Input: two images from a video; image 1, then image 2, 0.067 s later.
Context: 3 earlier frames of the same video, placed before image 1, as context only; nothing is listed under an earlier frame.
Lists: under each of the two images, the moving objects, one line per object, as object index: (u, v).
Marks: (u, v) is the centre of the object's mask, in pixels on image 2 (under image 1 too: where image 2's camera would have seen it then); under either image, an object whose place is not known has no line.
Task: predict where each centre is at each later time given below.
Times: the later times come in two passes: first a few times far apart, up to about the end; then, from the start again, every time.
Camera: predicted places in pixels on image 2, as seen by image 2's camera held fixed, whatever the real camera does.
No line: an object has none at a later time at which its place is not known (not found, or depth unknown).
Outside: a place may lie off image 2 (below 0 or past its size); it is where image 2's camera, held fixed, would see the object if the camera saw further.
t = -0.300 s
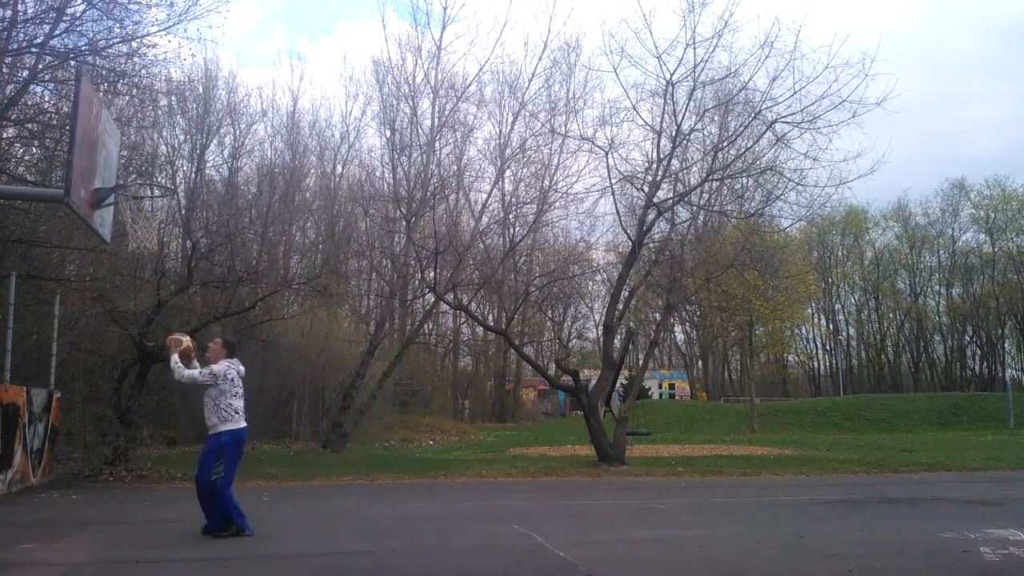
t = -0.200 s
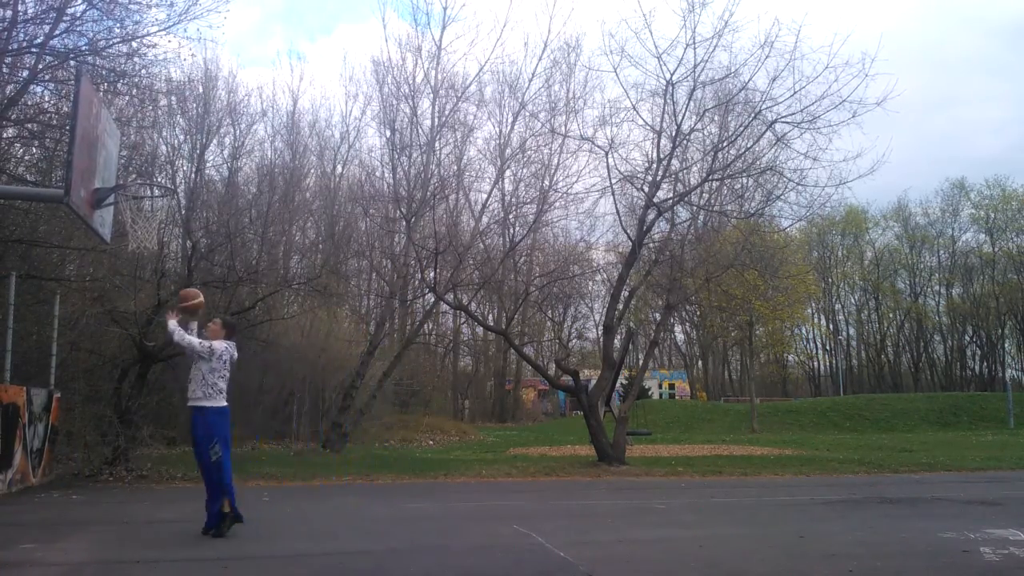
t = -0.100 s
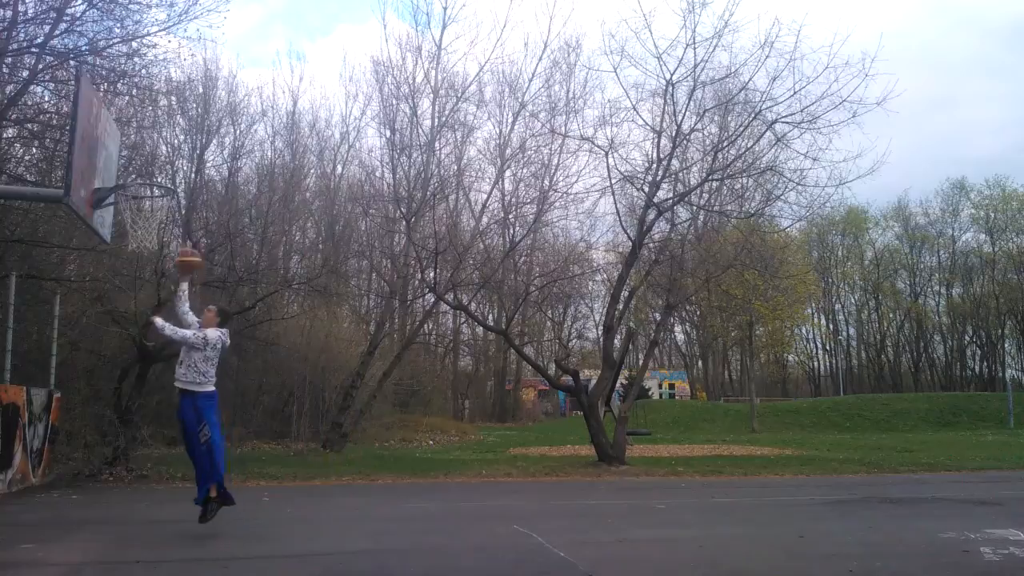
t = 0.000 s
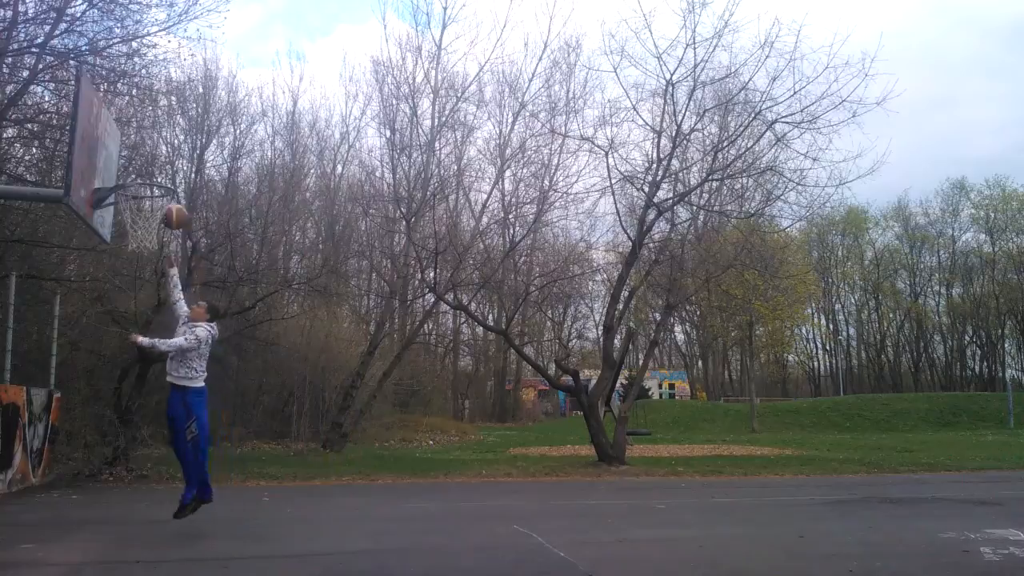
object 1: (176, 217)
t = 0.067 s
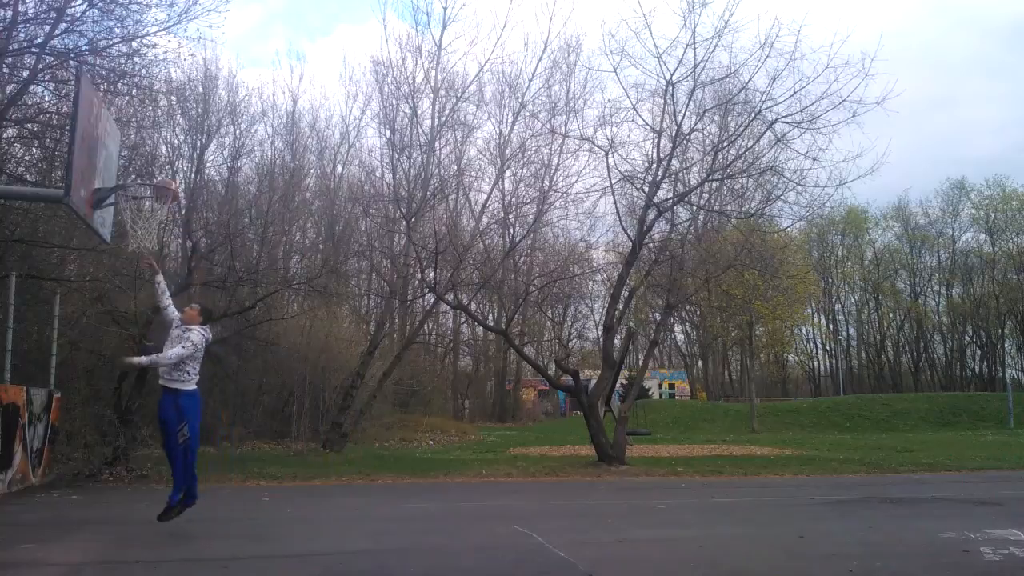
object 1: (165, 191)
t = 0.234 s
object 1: (138, 148)
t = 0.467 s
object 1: (128, 141)
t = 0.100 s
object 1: (159, 174)
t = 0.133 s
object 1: (154, 169)
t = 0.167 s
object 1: (148, 164)
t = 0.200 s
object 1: (144, 155)
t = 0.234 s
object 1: (138, 148)
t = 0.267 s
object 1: (133, 142)
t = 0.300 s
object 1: (128, 138)
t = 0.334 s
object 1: (119, 134)
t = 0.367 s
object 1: (119, 134)
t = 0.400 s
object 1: (122, 135)
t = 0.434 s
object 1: (126, 138)
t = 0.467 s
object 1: (128, 141)
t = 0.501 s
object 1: (132, 146)
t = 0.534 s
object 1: (136, 154)
